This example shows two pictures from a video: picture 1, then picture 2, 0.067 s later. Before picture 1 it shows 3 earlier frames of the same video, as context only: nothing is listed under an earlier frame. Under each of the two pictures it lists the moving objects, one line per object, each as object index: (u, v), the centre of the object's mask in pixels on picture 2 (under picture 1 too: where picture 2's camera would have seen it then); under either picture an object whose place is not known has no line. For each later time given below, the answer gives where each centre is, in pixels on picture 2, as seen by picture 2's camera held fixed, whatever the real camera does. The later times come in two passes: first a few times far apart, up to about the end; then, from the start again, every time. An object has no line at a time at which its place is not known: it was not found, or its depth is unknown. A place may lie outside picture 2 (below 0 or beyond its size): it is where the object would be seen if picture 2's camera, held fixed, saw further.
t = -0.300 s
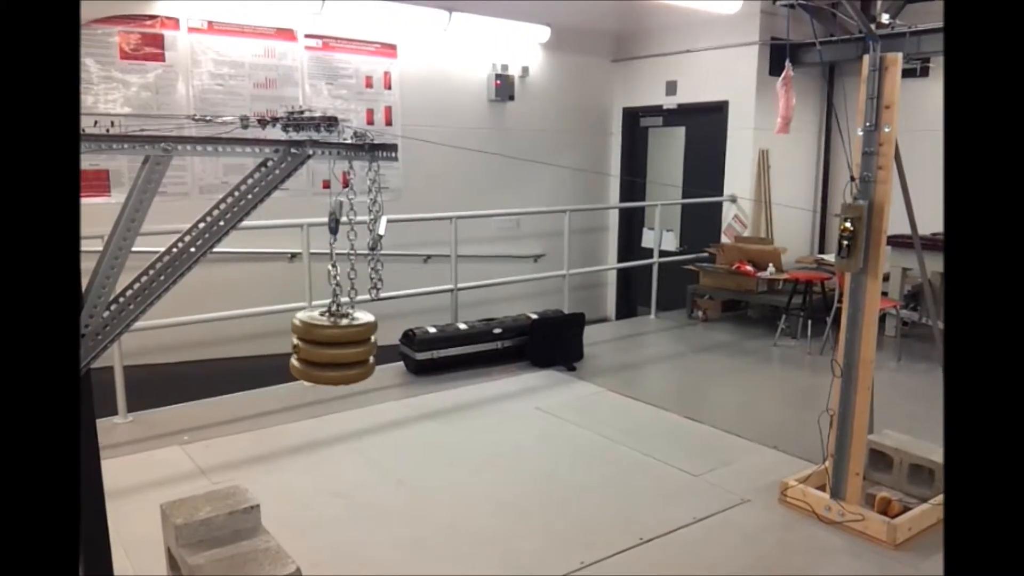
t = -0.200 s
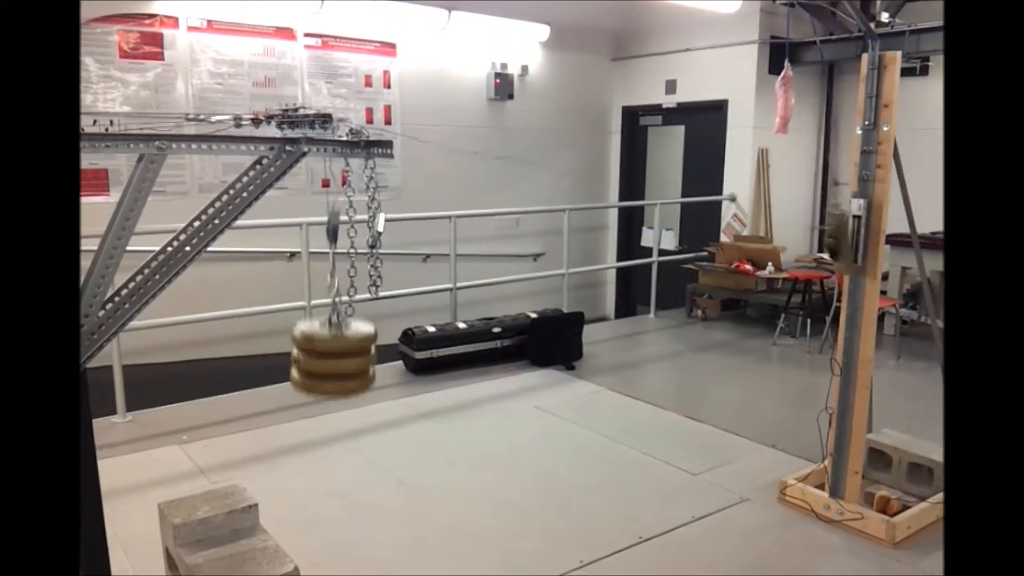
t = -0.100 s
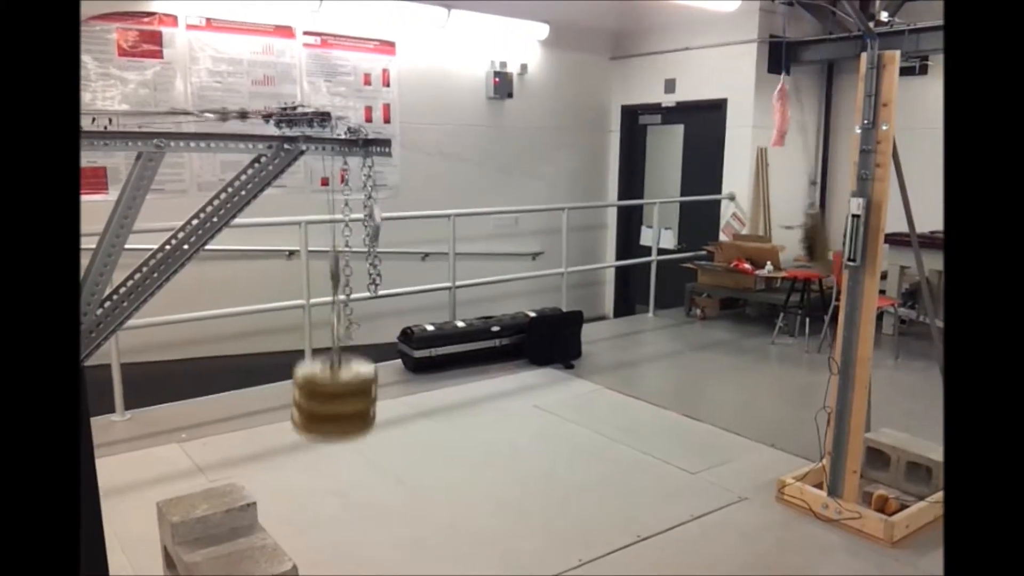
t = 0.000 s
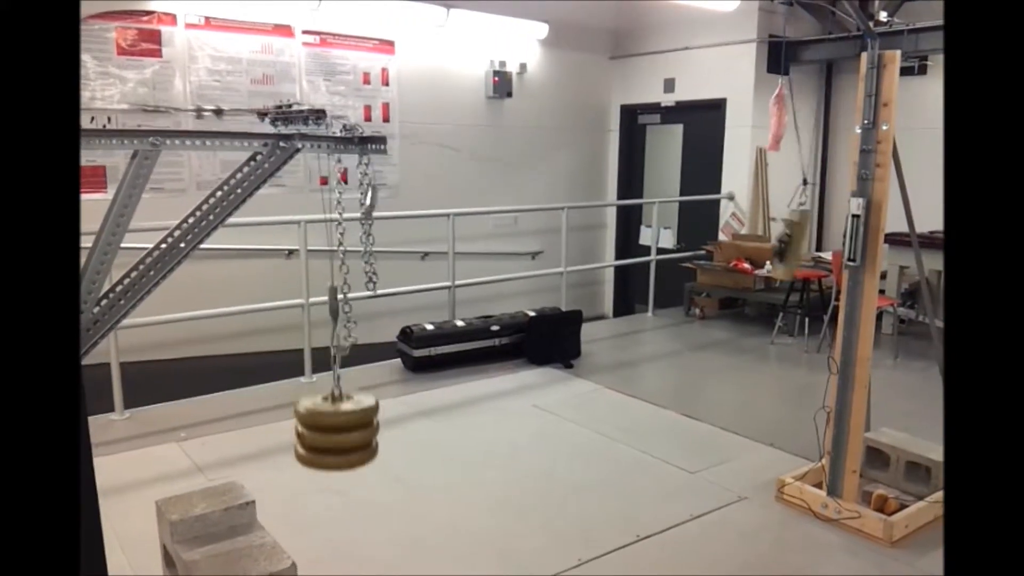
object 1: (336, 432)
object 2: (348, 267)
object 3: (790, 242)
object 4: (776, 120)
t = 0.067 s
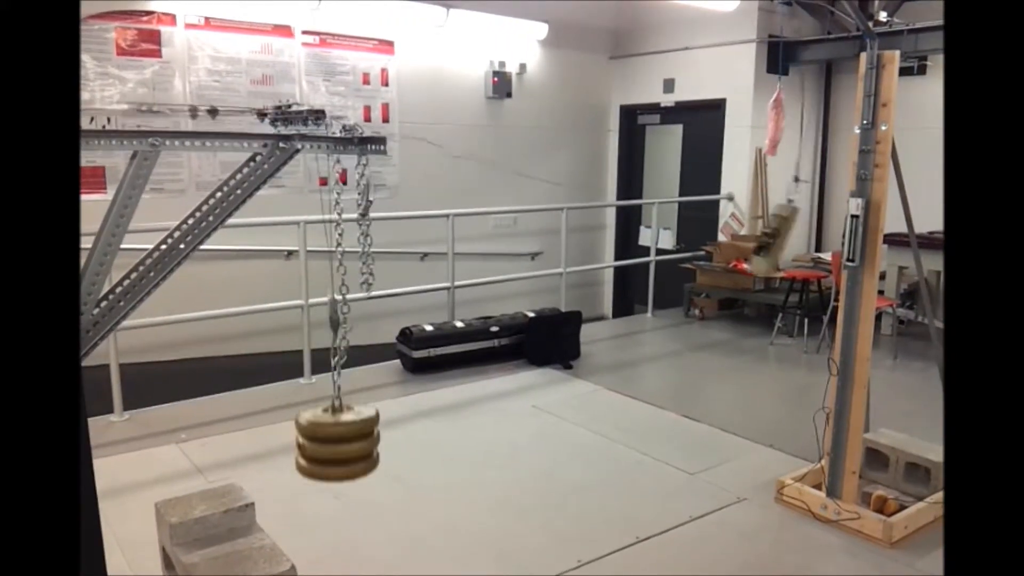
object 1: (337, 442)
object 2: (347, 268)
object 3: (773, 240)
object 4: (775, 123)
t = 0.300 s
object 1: (342, 468)
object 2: (352, 272)
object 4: (764, 154)
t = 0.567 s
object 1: (353, 469)
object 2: (353, 274)
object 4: (774, 159)
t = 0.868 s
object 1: (363, 472)
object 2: (359, 284)
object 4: (787, 130)
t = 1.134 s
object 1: (362, 474)
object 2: (360, 276)
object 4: (783, 136)
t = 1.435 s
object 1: (351, 475)
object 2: (355, 280)
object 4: (768, 142)
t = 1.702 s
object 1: (343, 472)
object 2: (352, 280)
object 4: (764, 140)
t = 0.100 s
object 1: (338, 445)
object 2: (346, 268)
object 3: (768, 229)
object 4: (773, 129)
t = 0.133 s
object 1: (338, 447)
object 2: (345, 268)
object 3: (757, 235)
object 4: (772, 135)
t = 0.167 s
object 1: (339, 449)
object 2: (346, 270)
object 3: (750, 228)
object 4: (770, 146)
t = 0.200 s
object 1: (340, 451)
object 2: (350, 271)
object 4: (769, 149)
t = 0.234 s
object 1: (340, 454)
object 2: (350, 269)
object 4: (767, 149)
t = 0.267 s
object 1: (341, 460)
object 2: (351, 270)
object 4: (765, 151)
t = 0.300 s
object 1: (342, 468)
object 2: (352, 272)
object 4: (764, 154)
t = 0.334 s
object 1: (343, 470)
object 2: (351, 279)
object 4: (764, 156)
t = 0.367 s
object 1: (344, 468)
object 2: (350, 276)
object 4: (765, 156)
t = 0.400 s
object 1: (345, 469)
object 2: (355, 281)
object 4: (766, 155)
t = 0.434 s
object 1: (347, 468)
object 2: (355, 279)
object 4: (767, 156)
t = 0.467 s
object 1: (348, 469)
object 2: (356, 281)
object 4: (768, 157)
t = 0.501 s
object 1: (349, 469)
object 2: (351, 277)
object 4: (770, 159)
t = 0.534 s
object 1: (351, 469)
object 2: (350, 280)
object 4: (772, 159)
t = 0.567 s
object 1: (353, 469)
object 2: (353, 274)
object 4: (774, 159)
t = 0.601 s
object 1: (354, 469)
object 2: (355, 285)
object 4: (777, 158)
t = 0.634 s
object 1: (355, 469)
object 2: (354, 285)
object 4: (778, 156)
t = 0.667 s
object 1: (357, 469)
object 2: (354, 283)
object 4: (779, 153)
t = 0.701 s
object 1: (358, 469)
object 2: (356, 283)
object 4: (782, 150)
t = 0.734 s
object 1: (359, 470)
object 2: (357, 283)
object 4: (783, 146)
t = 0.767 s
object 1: (360, 470)
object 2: (357, 281)
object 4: (784, 142)
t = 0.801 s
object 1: (362, 471)
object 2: (357, 283)
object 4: (785, 138)
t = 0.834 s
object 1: (362, 471)
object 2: (357, 283)
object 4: (787, 133)
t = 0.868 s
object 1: (363, 472)
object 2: (359, 284)
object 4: (787, 130)
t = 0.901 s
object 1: (364, 472)
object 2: (361, 285)
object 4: (788, 127)
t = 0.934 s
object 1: (364, 472)
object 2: (359, 282)
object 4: (788, 126)
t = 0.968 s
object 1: (364, 473)
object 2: (359, 278)
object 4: (789, 127)
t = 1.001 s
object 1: (364, 473)
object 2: (360, 276)
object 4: (788, 131)
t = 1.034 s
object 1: (364, 473)
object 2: (363, 276)
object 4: (787, 135)
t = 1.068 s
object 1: (363, 474)
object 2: (361, 276)
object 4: (786, 136)
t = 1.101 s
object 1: (363, 474)
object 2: (360, 276)
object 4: (784, 136)
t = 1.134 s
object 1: (362, 474)
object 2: (360, 276)
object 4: (783, 136)
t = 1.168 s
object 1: (362, 474)
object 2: (359, 278)
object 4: (783, 135)
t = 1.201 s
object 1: (361, 475)
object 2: (358, 278)
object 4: (780, 133)
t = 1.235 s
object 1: (360, 475)
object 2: (359, 279)
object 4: (779, 131)
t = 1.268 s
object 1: (358, 475)
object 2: (358, 277)
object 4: (778, 130)
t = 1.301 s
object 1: (357, 475)
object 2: (358, 277)
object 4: (775, 131)
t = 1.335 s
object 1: (356, 475)
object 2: (358, 277)
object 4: (773, 134)
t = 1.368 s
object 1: (354, 475)
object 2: (356, 277)
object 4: (771, 138)
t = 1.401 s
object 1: (353, 475)
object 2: (356, 279)
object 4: (770, 140)
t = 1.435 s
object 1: (351, 475)
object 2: (355, 280)
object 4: (768, 142)
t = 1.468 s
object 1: (350, 475)
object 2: (354, 279)
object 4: (767, 144)
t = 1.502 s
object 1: (349, 474)
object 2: (353, 278)
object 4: (766, 144)
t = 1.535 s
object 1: (348, 474)
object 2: (353, 278)
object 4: (765, 143)
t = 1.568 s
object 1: (346, 474)
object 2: (352, 278)
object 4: (765, 142)
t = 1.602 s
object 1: (346, 473)
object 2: (352, 278)
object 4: (764, 141)
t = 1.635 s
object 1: (345, 473)
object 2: (352, 278)
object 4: (764, 140)
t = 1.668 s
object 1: (344, 472)
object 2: (352, 279)
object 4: (764, 141)
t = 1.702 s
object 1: (343, 472)
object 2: (352, 280)
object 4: (764, 140)
